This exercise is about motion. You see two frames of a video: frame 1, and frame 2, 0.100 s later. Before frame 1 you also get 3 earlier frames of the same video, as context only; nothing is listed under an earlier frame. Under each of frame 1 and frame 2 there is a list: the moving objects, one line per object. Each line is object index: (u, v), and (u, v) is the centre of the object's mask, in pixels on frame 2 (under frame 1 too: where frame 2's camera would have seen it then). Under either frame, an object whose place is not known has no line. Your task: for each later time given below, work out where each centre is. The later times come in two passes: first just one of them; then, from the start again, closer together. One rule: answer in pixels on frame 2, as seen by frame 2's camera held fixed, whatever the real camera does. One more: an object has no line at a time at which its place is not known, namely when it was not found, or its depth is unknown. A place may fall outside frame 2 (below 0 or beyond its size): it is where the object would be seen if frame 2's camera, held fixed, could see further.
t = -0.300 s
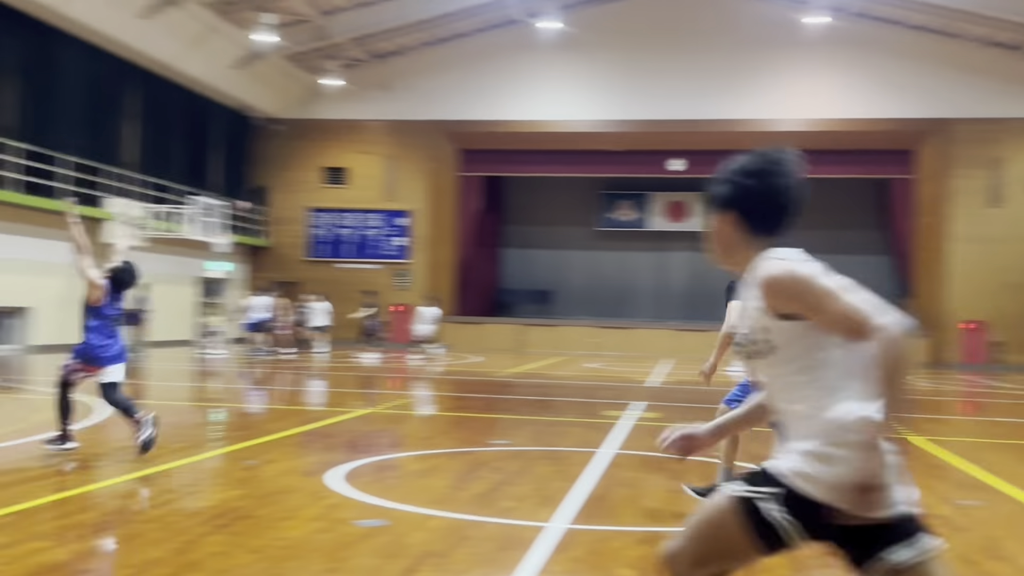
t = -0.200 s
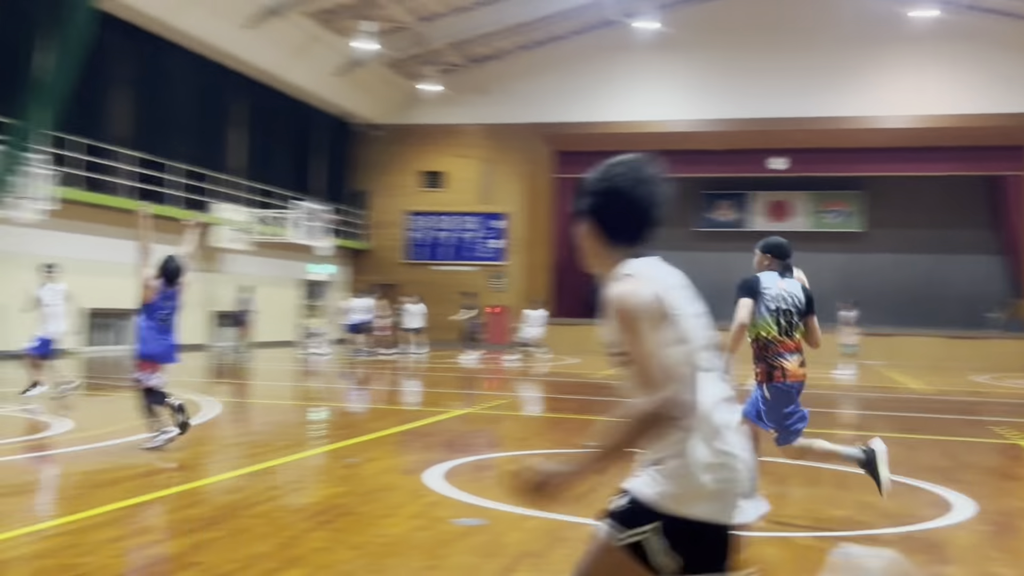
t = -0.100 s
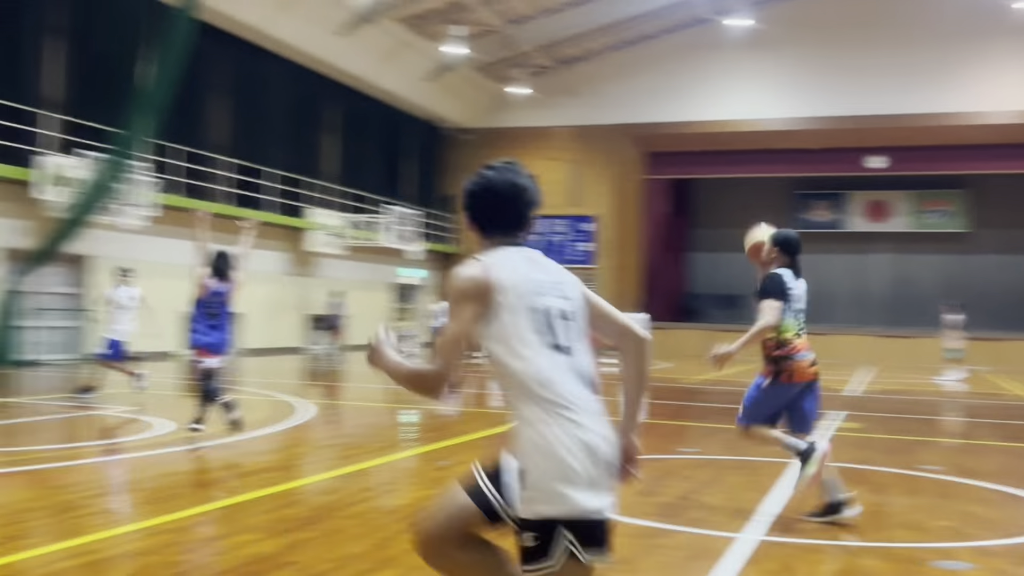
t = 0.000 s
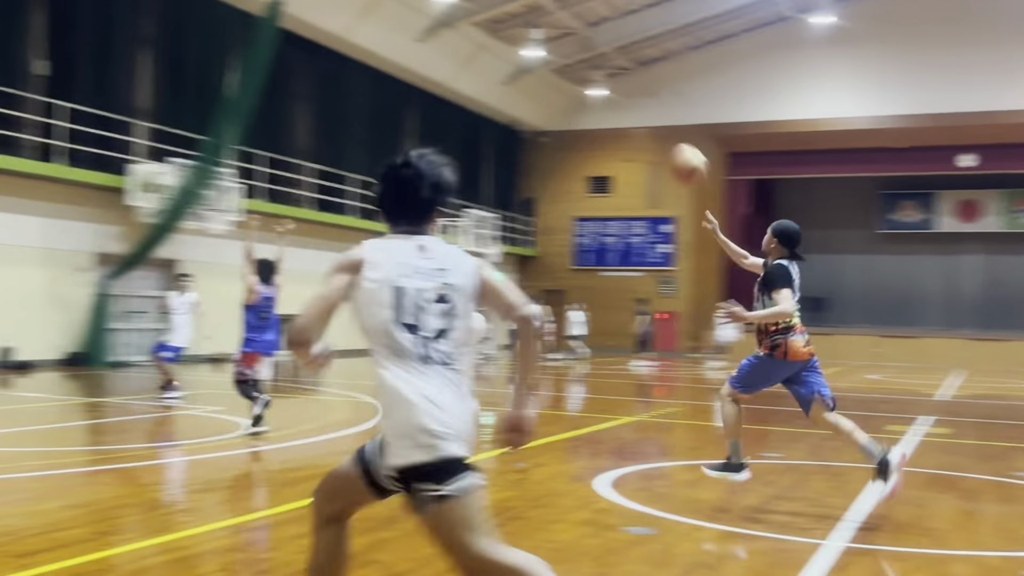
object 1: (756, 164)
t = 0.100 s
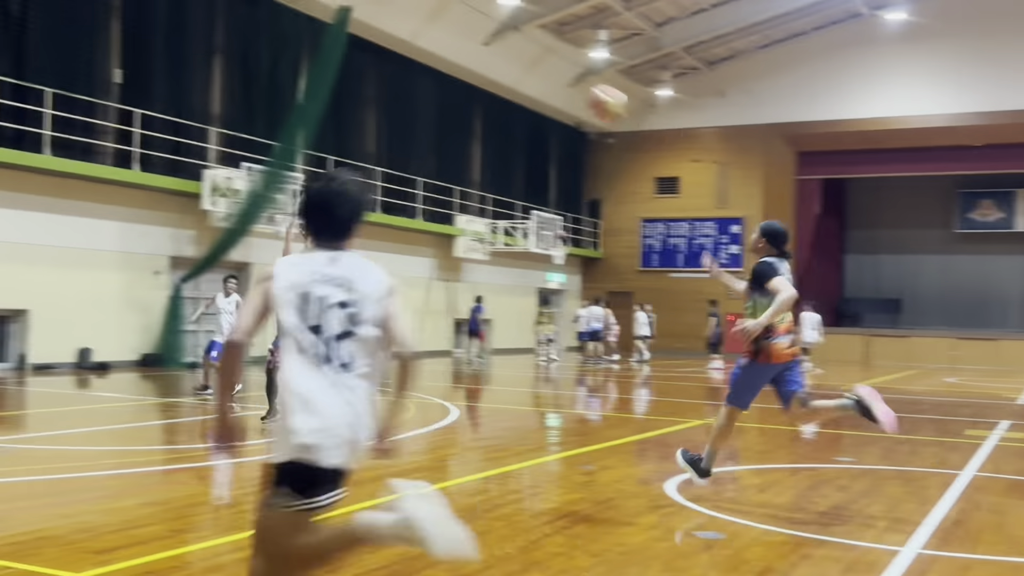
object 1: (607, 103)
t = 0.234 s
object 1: (446, 51)
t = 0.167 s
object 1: (523, 72)
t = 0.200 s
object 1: (483, 59)
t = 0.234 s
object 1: (446, 51)
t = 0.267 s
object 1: (410, 43)
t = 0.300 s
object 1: (378, 36)
